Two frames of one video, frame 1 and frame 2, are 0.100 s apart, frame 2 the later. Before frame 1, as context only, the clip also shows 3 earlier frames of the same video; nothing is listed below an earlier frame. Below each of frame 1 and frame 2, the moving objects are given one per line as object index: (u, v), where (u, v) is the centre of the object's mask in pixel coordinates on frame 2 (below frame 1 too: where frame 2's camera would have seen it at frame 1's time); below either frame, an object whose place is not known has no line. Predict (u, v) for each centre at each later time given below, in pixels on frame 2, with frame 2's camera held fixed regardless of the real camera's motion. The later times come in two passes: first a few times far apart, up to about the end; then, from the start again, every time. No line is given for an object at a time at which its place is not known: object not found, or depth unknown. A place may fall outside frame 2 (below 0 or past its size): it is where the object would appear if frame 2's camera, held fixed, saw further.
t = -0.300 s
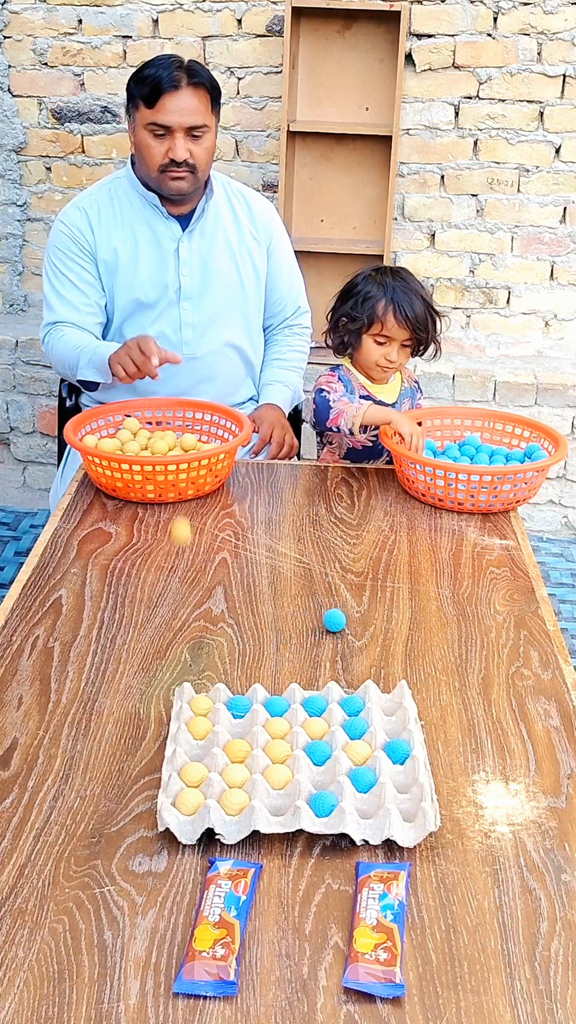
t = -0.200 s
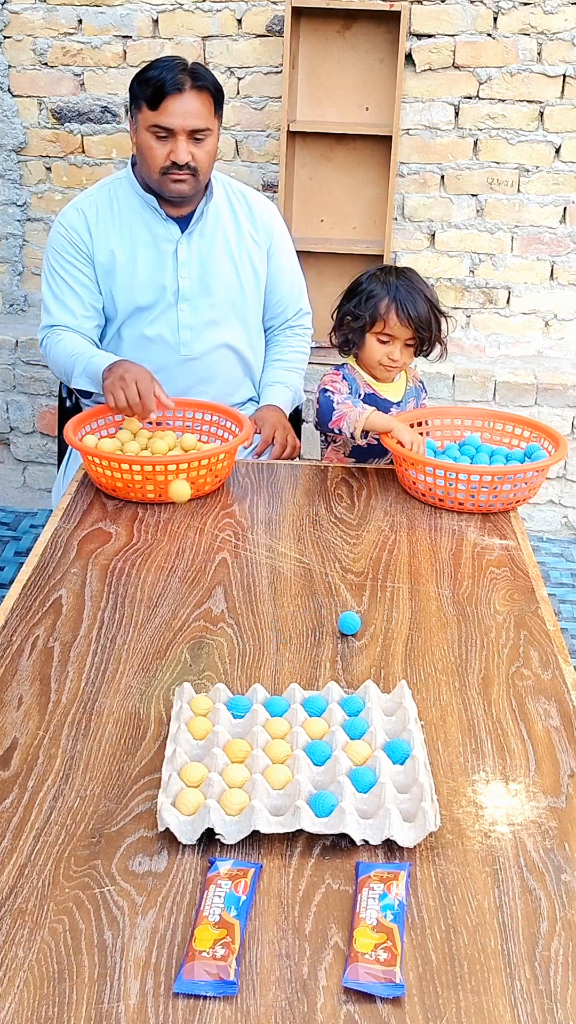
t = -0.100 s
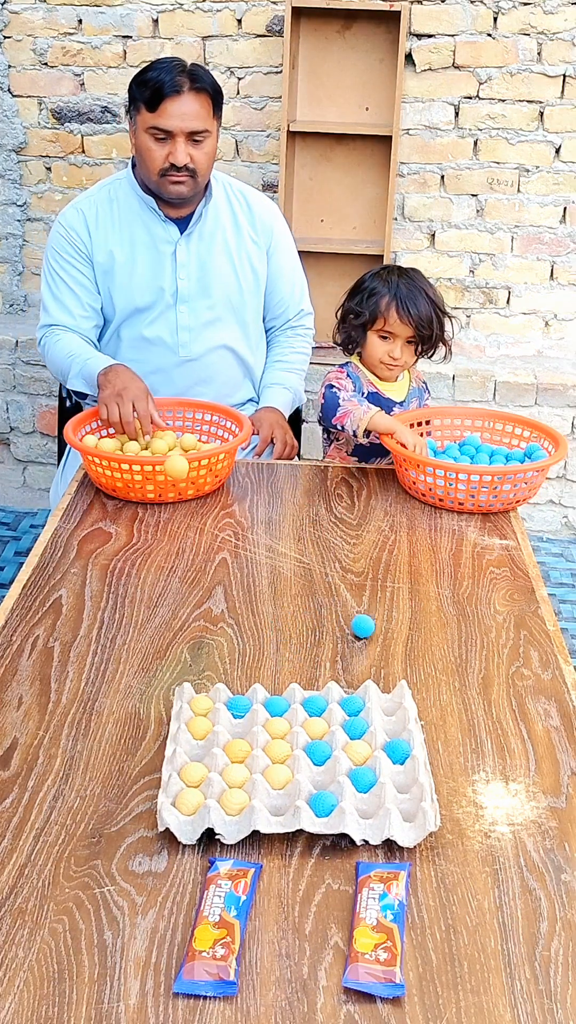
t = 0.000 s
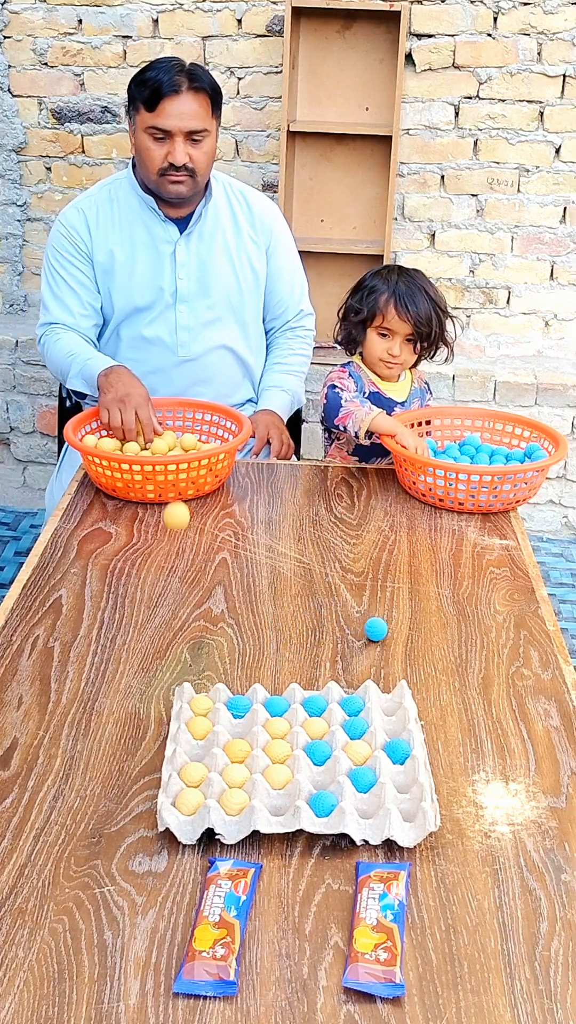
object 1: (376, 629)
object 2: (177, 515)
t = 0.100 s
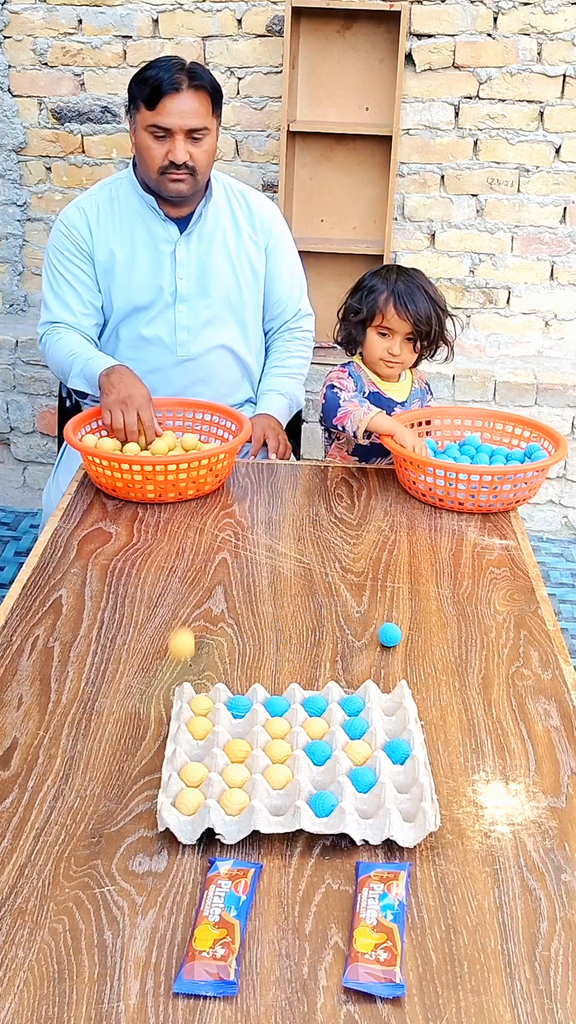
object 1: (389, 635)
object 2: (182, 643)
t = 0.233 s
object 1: (408, 643)
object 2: (153, 738)
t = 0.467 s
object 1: (438, 657)
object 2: (7, 834)
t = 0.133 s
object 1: (395, 637)
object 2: (182, 693)
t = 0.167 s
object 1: (399, 639)
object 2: (176, 707)
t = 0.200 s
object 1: (404, 640)
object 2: (169, 729)
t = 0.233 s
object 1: (408, 643)
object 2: (153, 738)
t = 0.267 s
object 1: (413, 645)
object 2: (134, 751)
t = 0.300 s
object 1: (417, 647)
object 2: (116, 771)
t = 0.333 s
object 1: (421, 649)
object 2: (95, 792)
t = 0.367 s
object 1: (425, 651)
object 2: (71, 790)
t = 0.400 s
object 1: (429, 653)
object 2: (47, 795)
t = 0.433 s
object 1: (433, 655)
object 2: (23, 810)
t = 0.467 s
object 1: (438, 657)
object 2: (7, 834)
